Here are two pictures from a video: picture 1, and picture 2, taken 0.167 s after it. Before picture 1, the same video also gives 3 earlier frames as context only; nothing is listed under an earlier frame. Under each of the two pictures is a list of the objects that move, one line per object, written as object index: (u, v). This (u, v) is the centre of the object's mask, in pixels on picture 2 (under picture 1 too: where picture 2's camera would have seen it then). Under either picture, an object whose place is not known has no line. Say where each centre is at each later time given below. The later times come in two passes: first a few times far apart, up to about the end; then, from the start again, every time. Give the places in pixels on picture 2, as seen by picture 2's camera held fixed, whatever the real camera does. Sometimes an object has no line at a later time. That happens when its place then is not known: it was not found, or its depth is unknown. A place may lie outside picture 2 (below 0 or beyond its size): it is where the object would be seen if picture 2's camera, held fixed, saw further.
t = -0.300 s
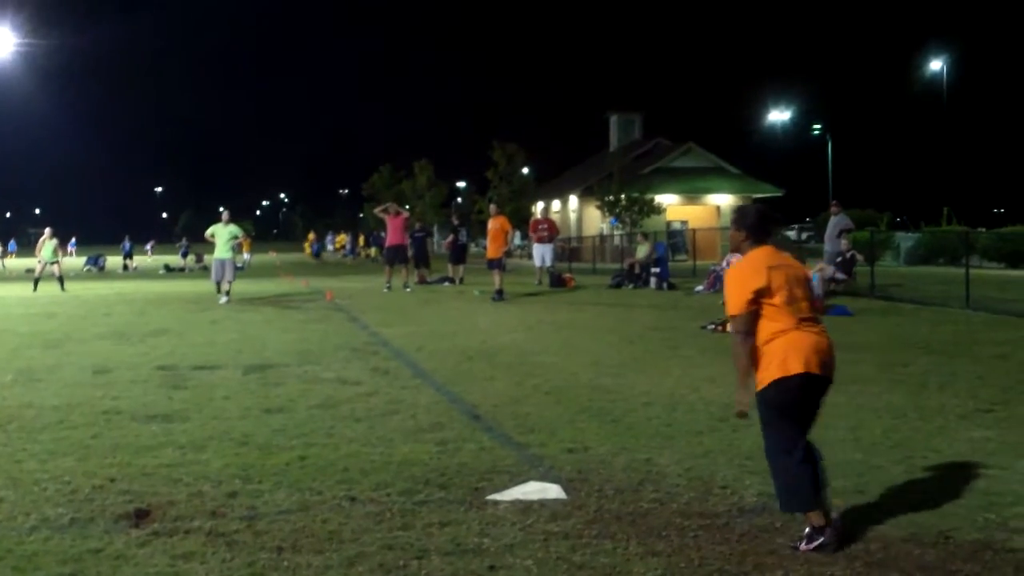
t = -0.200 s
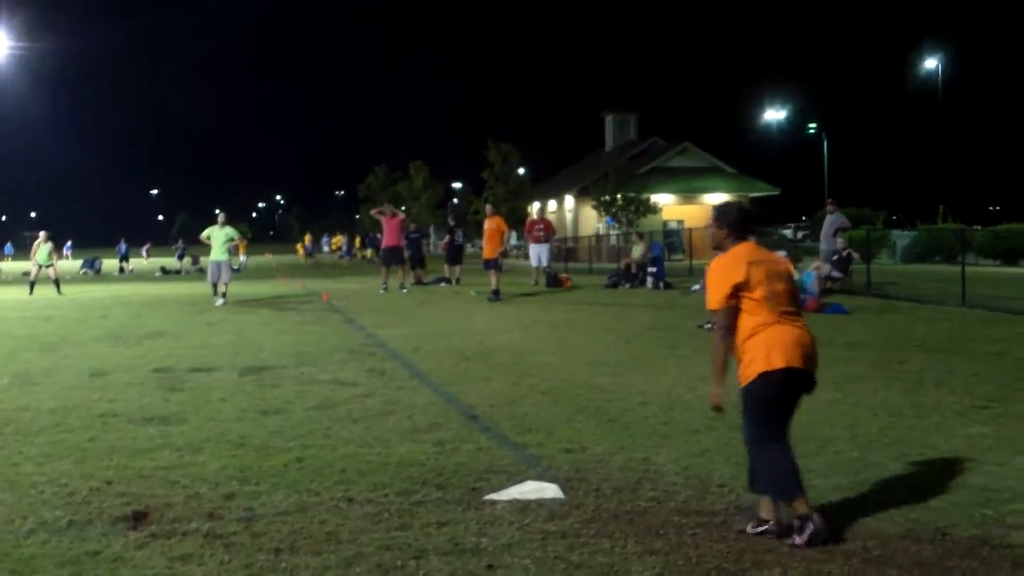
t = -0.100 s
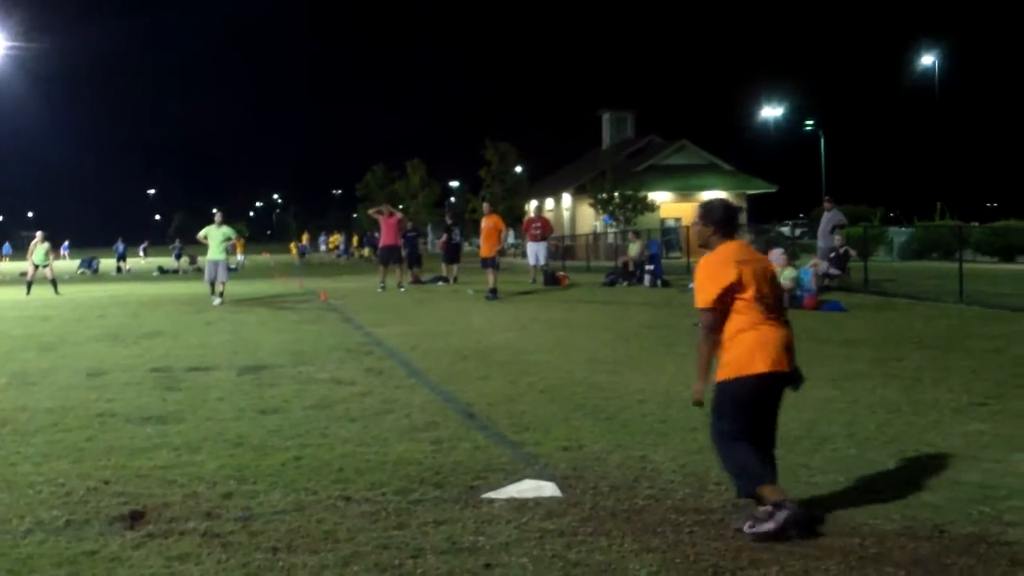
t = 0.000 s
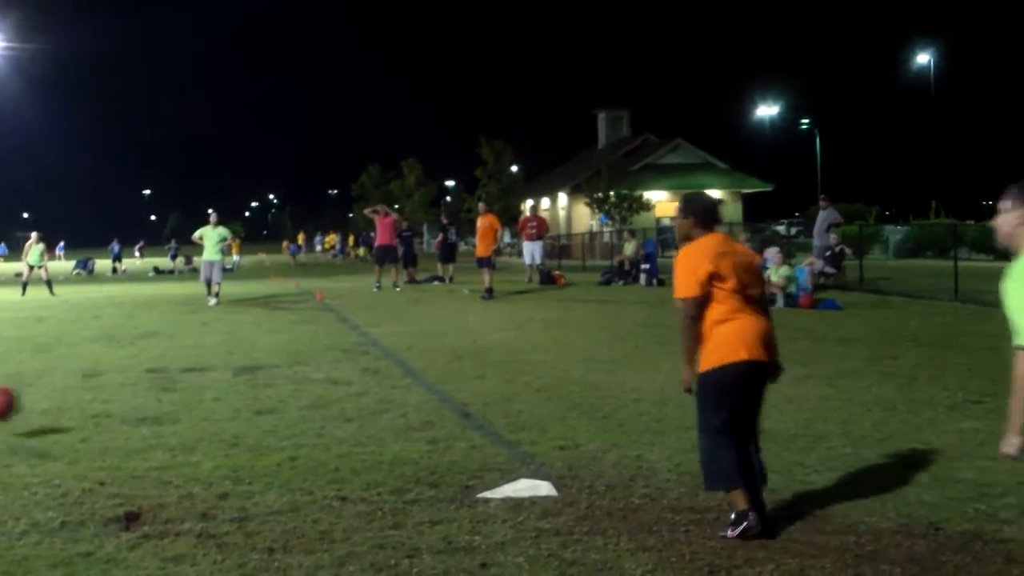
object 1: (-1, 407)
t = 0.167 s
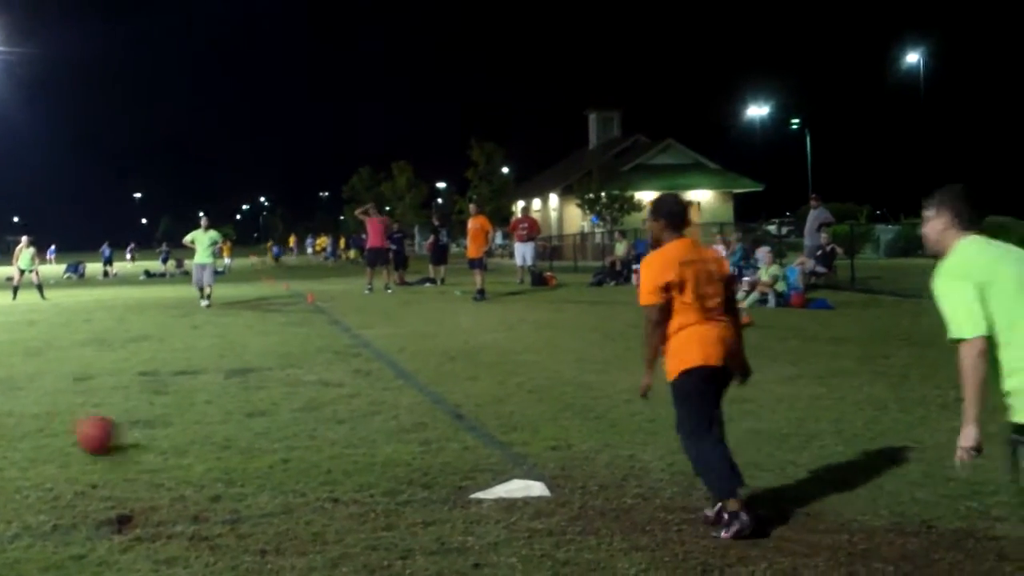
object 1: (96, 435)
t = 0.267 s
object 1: (165, 440)
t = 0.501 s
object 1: (340, 456)
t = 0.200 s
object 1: (118, 441)
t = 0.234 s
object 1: (141, 441)
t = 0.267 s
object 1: (165, 440)
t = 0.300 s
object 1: (188, 441)
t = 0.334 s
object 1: (212, 443)
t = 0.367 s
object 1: (237, 448)
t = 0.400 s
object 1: (261, 455)
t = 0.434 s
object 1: (286, 455)
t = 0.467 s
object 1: (313, 455)
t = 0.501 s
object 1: (340, 456)
